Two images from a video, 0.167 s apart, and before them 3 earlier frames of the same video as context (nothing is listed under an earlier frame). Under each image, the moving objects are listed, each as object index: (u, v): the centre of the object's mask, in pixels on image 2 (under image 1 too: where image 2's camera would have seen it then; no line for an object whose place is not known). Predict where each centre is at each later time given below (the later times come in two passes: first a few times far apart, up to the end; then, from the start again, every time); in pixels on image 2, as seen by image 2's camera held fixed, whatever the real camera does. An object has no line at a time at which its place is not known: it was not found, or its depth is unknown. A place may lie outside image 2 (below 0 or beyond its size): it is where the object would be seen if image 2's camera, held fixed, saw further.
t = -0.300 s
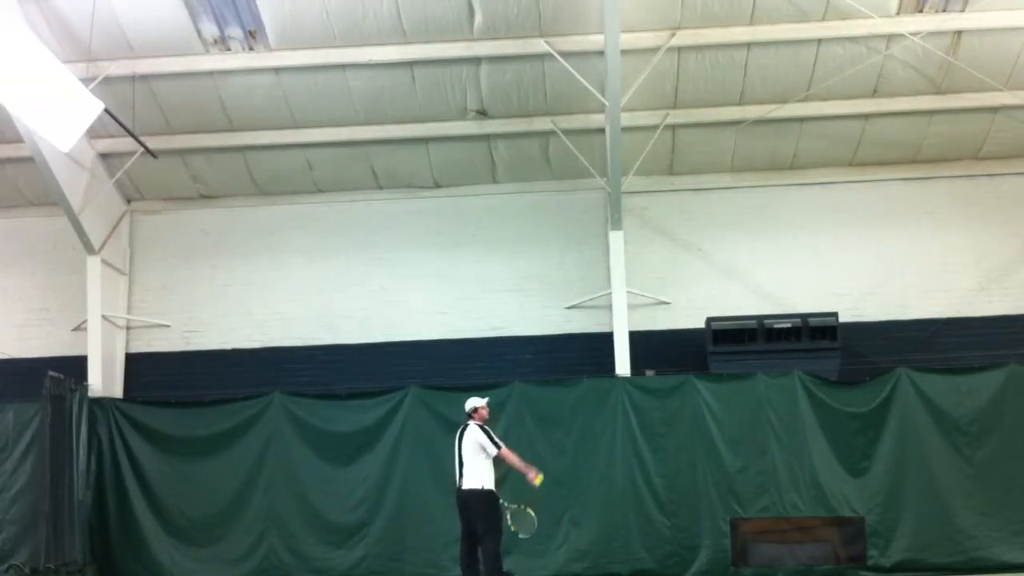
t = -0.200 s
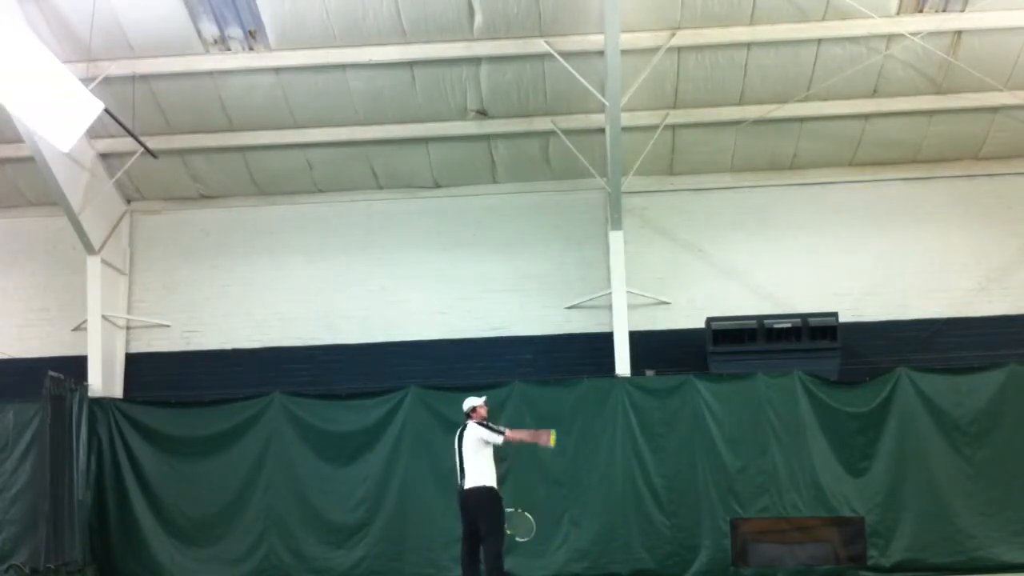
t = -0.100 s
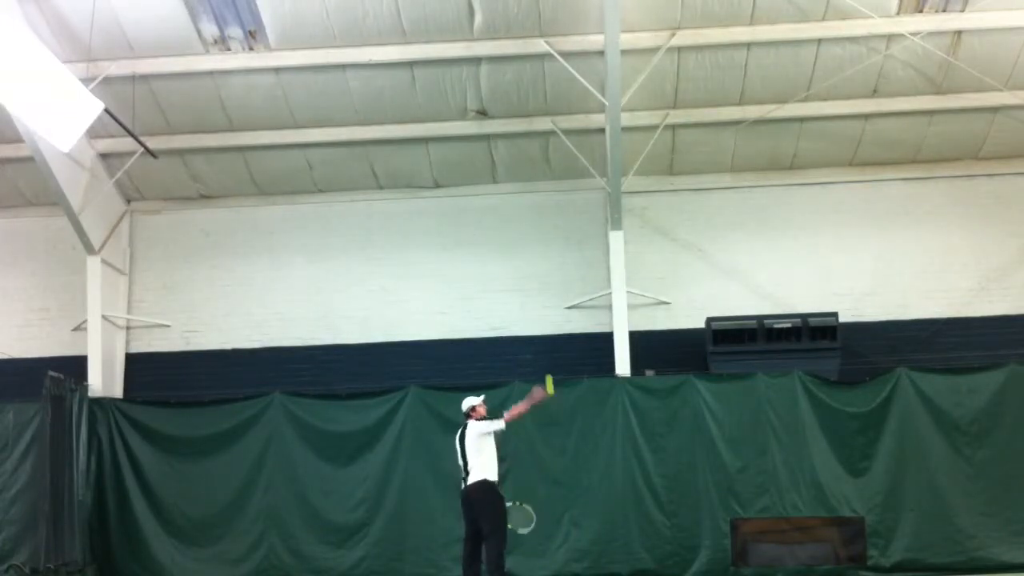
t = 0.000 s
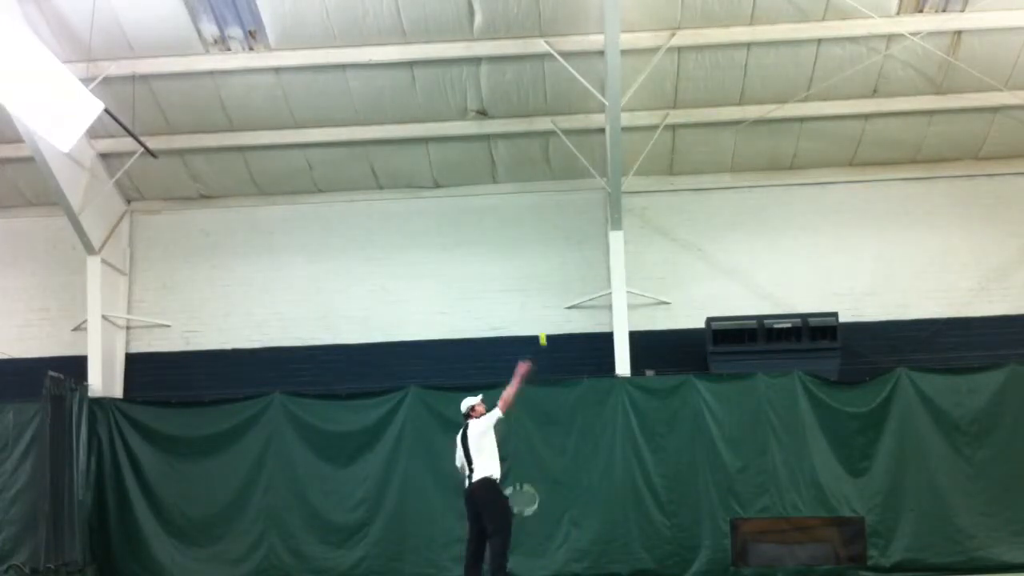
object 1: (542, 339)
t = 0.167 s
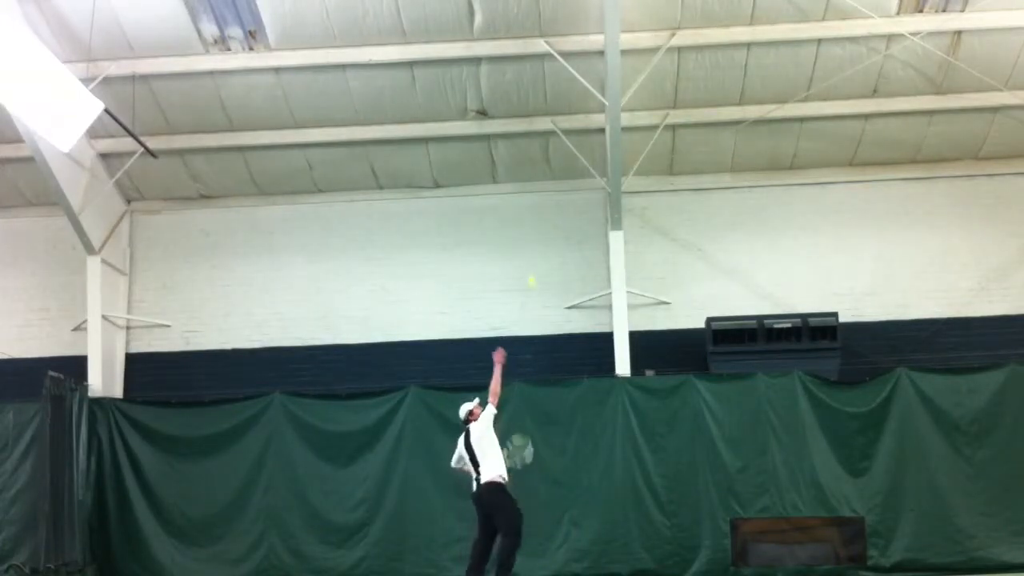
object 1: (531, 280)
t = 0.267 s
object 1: (525, 259)
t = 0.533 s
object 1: (510, 249)
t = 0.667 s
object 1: (504, 269)
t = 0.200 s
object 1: (528, 271)
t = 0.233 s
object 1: (527, 265)
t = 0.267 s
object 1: (525, 259)
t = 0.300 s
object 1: (523, 254)
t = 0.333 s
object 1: (521, 250)
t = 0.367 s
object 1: (519, 247)
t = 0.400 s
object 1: (518, 246)
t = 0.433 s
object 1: (516, 245)
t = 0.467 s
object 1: (514, 246)
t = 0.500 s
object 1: (512, 247)
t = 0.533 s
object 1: (510, 249)
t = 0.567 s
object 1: (508, 251)
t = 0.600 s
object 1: (506, 256)
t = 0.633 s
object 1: (505, 263)
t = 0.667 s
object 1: (504, 269)
